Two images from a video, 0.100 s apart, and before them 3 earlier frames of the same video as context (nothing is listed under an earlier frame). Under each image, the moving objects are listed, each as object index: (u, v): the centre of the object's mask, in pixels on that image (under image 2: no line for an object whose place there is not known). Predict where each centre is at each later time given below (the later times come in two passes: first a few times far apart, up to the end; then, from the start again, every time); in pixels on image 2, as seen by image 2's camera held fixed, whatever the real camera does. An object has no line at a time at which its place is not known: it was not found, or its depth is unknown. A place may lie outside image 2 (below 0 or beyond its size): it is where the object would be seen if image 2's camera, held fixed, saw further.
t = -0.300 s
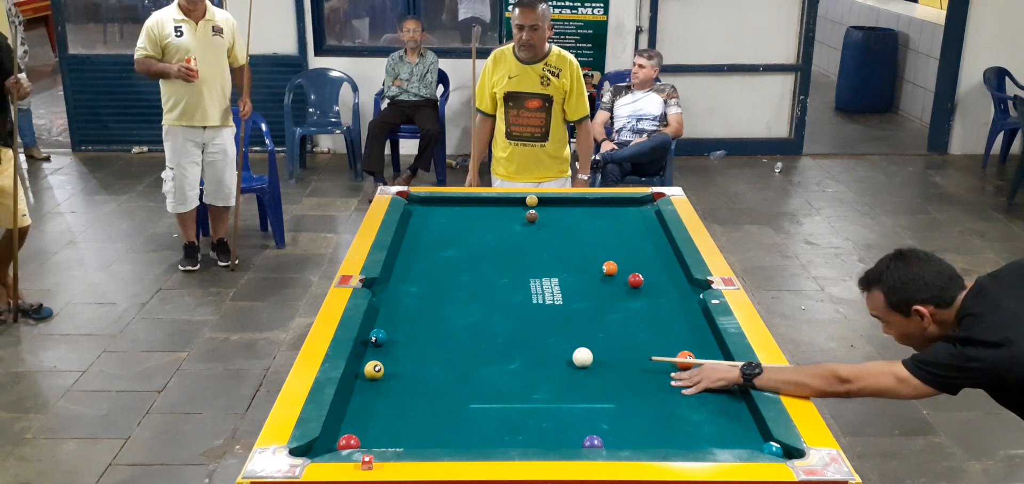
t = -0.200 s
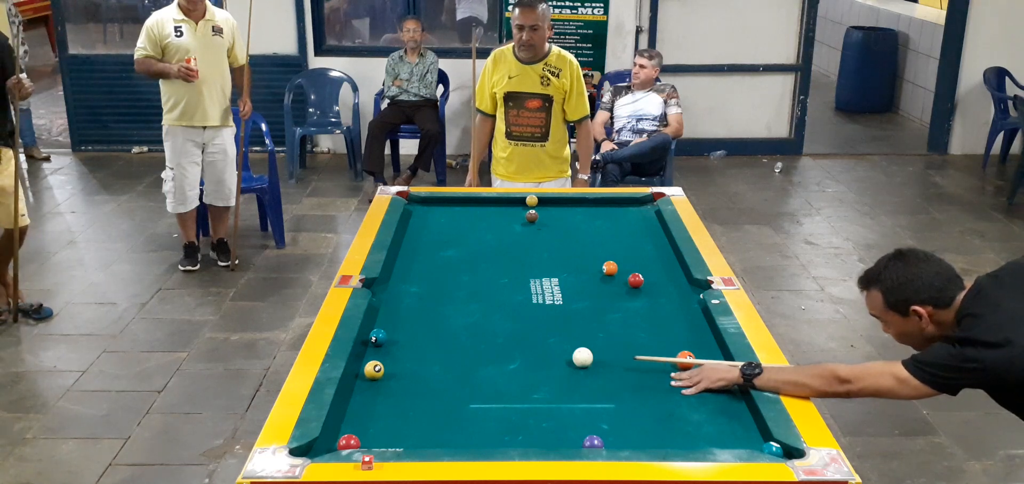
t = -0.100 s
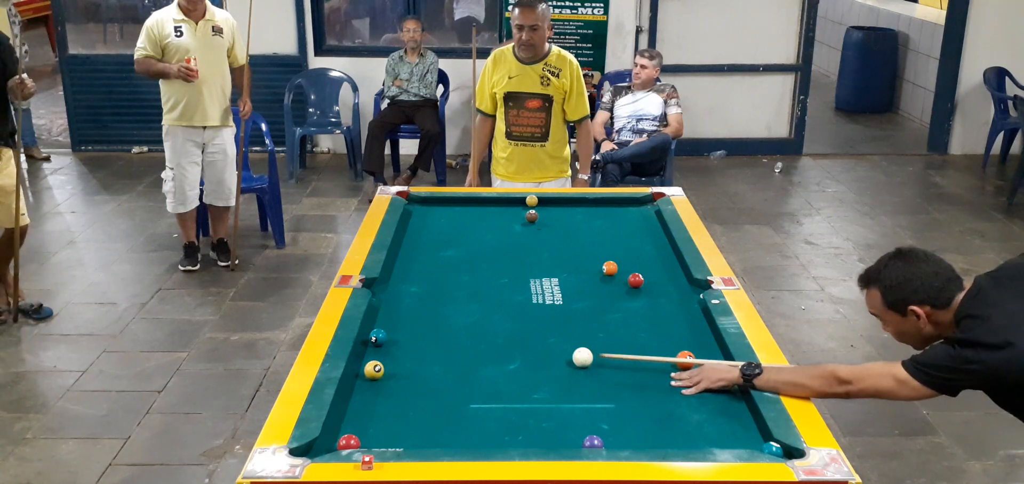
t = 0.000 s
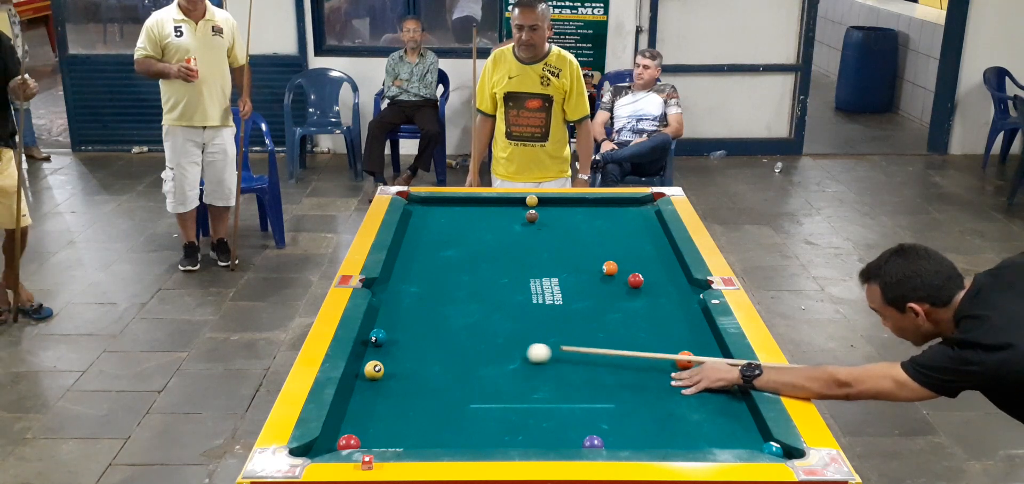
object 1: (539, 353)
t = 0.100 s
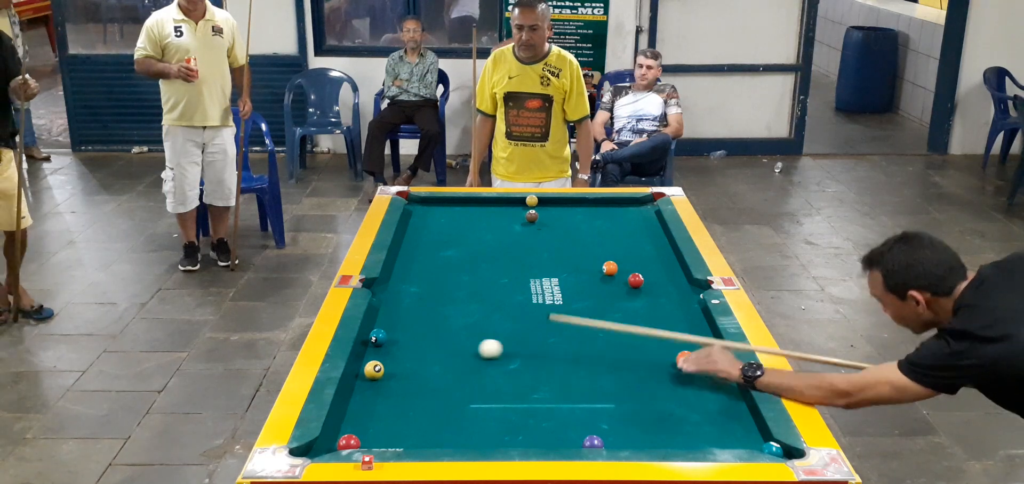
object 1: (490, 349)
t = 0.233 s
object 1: (428, 344)
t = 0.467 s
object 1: (369, 344)
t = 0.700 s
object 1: (405, 348)
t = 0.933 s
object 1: (438, 351)
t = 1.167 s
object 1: (469, 354)
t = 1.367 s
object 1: (493, 356)
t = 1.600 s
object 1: (518, 359)
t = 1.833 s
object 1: (541, 361)
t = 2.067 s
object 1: (561, 363)
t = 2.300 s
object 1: (578, 365)
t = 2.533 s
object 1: (592, 367)
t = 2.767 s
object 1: (603, 368)
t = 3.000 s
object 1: (611, 369)
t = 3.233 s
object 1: (616, 370)
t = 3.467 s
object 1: (617, 370)
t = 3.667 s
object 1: (617, 370)
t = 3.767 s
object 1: (617, 370)
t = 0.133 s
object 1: (474, 348)
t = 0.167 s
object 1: (459, 346)
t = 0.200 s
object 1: (443, 345)
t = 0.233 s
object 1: (428, 344)
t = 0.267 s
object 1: (412, 343)
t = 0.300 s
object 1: (397, 341)
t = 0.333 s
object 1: (388, 342)
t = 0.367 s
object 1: (380, 343)
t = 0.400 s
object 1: (372, 343)
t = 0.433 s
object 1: (364, 344)
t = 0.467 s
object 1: (369, 344)
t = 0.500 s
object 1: (374, 345)
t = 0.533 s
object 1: (380, 346)
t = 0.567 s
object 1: (385, 346)
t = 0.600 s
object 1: (390, 346)
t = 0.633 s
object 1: (395, 347)
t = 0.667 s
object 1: (400, 347)
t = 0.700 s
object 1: (405, 348)
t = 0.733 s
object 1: (410, 348)
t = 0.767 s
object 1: (415, 349)
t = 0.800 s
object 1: (420, 349)
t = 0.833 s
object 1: (424, 350)
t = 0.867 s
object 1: (429, 350)
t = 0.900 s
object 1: (434, 350)
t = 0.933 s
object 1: (438, 351)
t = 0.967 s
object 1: (443, 351)
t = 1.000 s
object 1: (447, 352)
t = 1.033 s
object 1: (452, 352)
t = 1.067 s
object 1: (456, 352)
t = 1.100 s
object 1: (460, 353)
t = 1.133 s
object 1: (465, 353)
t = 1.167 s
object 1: (469, 354)
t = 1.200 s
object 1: (473, 354)
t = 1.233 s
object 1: (477, 354)
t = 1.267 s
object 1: (481, 355)
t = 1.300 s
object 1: (485, 355)
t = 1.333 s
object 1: (489, 355)
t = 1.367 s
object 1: (493, 356)
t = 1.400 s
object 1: (497, 356)
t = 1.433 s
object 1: (500, 357)
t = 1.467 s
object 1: (504, 357)
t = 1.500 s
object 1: (508, 358)
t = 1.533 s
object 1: (511, 358)
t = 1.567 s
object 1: (515, 358)
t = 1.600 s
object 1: (518, 359)
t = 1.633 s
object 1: (522, 359)
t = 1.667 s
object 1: (525, 359)
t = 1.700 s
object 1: (529, 360)
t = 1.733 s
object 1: (532, 360)
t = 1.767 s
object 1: (535, 360)
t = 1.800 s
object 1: (538, 361)
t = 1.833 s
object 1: (541, 361)
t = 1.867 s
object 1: (544, 361)
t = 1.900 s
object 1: (547, 362)
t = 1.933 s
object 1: (550, 362)
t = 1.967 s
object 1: (553, 362)
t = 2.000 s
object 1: (556, 363)
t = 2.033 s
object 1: (559, 363)
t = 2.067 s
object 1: (561, 363)
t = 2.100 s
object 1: (564, 364)
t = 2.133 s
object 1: (566, 364)
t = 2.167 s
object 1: (569, 364)
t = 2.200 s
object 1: (571, 364)
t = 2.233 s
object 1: (574, 365)
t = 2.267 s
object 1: (576, 365)
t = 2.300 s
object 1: (578, 365)
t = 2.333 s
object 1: (580, 366)
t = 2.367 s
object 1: (583, 366)
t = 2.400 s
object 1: (585, 366)
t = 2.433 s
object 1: (587, 366)
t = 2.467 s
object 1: (589, 367)
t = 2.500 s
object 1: (591, 367)
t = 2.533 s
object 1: (592, 367)
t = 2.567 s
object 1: (594, 367)
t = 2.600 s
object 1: (596, 367)
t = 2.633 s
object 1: (598, 368)
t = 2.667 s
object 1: (599, 368)
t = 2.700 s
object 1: (601, 368)
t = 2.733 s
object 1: (602, 368)
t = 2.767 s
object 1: (603, 368)
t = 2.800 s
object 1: (605, 368)
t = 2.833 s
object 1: (606, 368)
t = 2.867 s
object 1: (607, 369)
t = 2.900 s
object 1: (608, 369)
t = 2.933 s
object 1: (609, 369)
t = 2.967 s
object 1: (610, 369)
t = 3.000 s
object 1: (611, 369)
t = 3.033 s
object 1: (612, 369)
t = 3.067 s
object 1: (613, 370)
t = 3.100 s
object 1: (613, 370)
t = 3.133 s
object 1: (614, 370)
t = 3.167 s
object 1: (615, 370)
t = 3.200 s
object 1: (615, 370)
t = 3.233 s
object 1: (616, 370)
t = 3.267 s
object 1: (616, 370)
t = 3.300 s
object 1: (617, 370)
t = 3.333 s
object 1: (617, 370)
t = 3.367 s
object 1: (617, 370)
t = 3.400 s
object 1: (617, 370)
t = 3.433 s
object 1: (617, 370)
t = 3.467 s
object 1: (617, 370)
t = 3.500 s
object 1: (617, 370)
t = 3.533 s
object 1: (617, 370)
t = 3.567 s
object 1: (617, 370)
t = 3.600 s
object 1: (617, 370)
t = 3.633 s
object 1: (617, 370)
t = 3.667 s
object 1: (617, 370)
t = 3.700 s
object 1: (617, 370)
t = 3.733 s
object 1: (617, 370)
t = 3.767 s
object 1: (617, 370)
